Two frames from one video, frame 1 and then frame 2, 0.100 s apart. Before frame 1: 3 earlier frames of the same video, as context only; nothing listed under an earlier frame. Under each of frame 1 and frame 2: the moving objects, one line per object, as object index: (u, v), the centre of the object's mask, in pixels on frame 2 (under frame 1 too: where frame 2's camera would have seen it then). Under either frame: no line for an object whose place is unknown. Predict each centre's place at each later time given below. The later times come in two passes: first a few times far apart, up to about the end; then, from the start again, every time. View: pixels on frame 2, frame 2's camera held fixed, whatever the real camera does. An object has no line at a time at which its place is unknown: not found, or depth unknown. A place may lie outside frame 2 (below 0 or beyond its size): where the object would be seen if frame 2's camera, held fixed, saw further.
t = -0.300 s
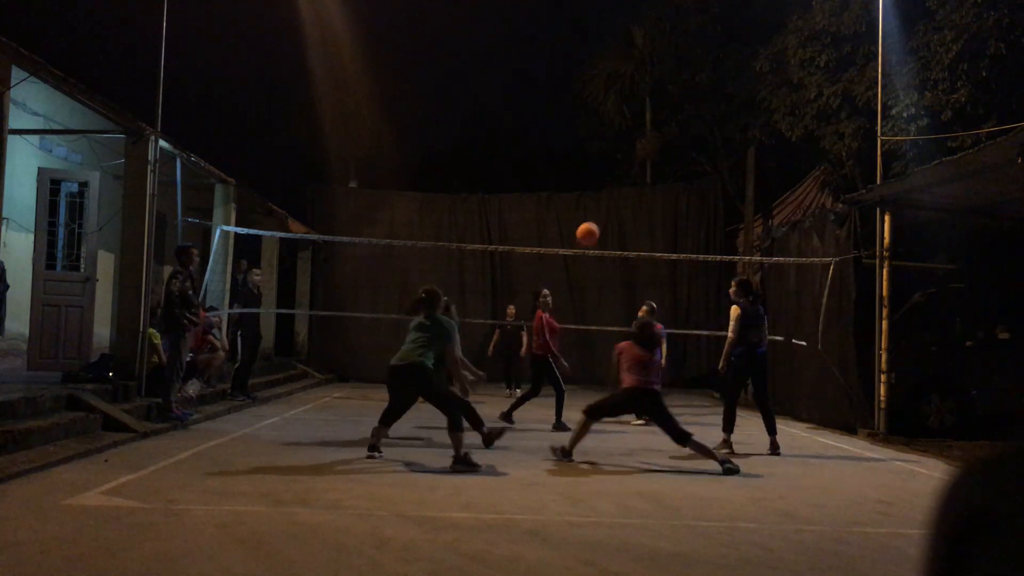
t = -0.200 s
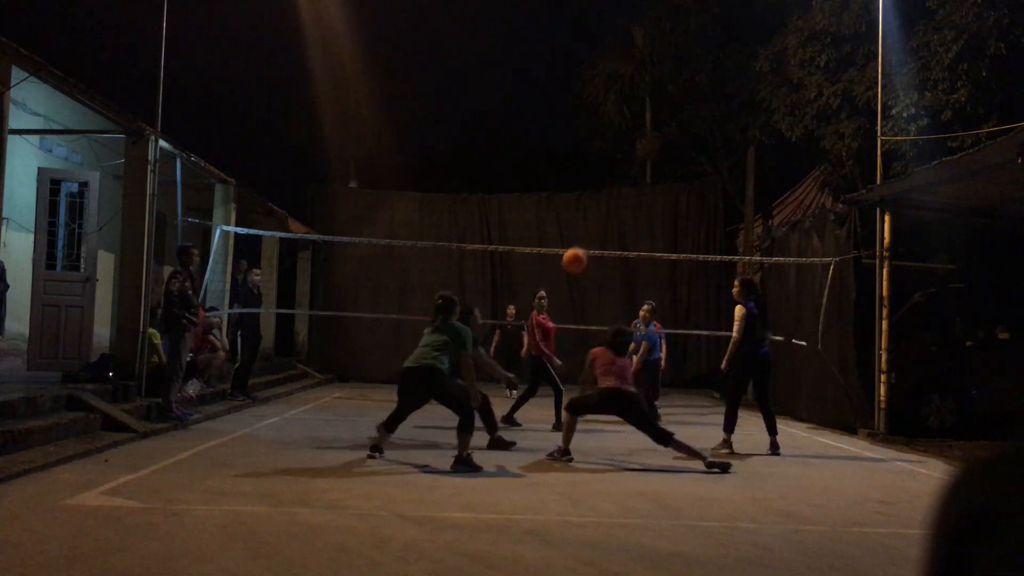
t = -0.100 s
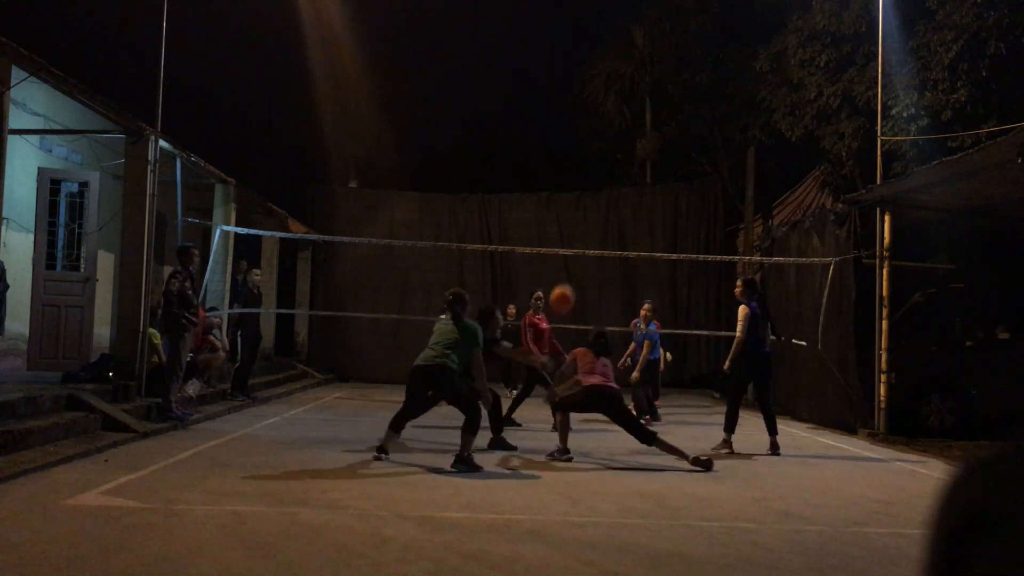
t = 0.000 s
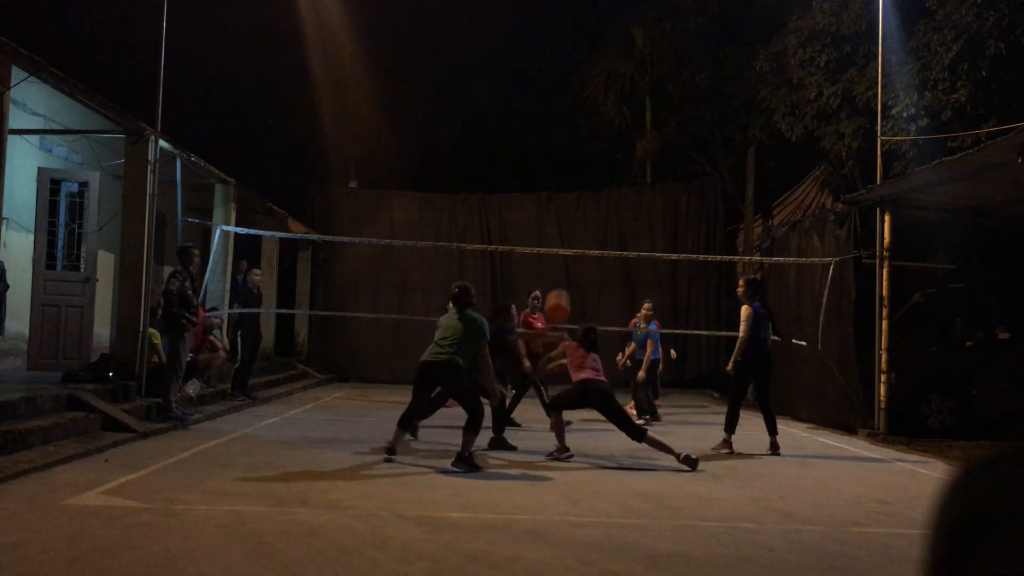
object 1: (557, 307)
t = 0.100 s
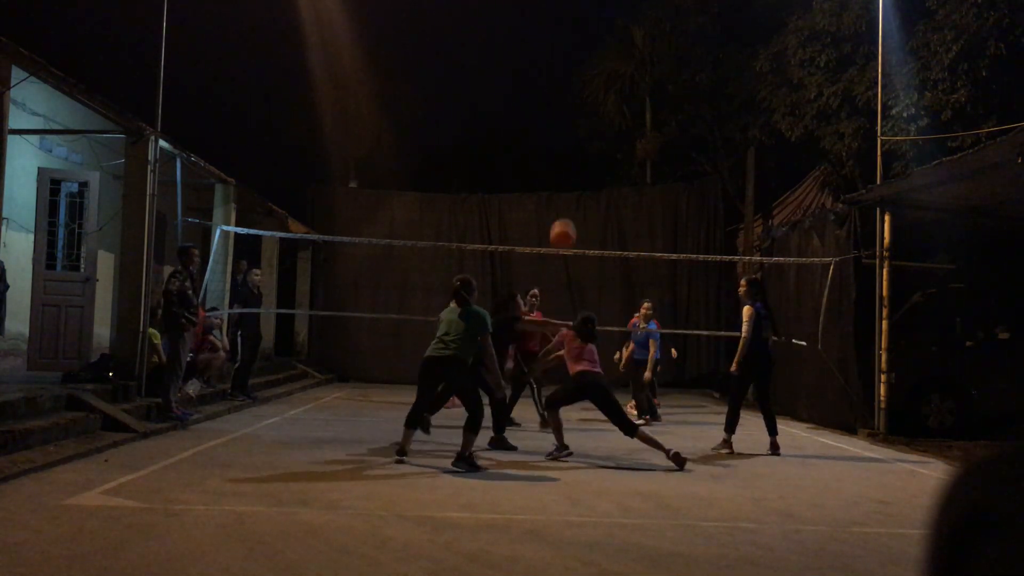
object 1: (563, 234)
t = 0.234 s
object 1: (569, 162)
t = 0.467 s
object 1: (585, 81)
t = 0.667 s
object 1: (594, 58)
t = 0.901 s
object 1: (607, 83)
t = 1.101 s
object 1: (615, 151)
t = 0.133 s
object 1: (564, 215)
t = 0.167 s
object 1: (565, 196)
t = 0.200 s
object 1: (567, 177)
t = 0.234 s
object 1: (569, 162)
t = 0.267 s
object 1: (571, 147)
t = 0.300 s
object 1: (573, 132)
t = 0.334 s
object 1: (576, 120)
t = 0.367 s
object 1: (578, 109)
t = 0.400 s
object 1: (581, 98)
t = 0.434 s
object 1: (583, 88)
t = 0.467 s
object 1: (585, 81)
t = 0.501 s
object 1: (587, 73)
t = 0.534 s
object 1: (588, 68)
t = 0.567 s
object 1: (590, 63)
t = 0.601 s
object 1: (591, 60)
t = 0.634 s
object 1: (593, 58)
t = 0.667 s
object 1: (594, 58)
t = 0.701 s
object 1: (596, 58)
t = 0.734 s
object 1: (598, 59)
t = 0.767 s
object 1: (600, 62)
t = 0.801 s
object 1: (602, 65)
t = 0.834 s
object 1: (604, 70)
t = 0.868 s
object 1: (606, 75)
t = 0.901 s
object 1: (607, 83)
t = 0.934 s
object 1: (608, 91)
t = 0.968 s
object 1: (610, 101)
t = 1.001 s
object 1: (611, 111)
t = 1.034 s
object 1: (612, 123)
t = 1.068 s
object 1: (613, 137)
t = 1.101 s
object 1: (615, 151)
